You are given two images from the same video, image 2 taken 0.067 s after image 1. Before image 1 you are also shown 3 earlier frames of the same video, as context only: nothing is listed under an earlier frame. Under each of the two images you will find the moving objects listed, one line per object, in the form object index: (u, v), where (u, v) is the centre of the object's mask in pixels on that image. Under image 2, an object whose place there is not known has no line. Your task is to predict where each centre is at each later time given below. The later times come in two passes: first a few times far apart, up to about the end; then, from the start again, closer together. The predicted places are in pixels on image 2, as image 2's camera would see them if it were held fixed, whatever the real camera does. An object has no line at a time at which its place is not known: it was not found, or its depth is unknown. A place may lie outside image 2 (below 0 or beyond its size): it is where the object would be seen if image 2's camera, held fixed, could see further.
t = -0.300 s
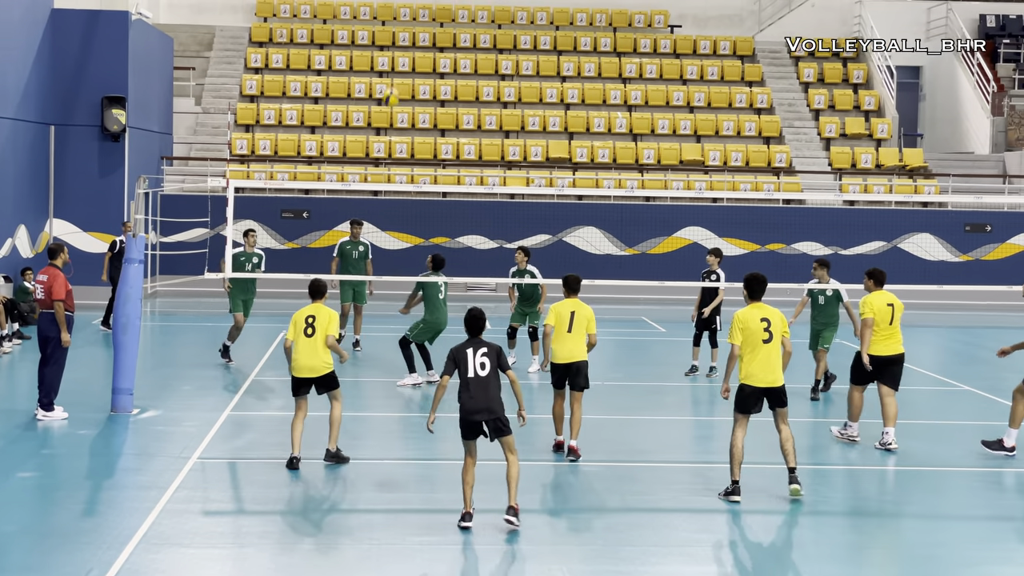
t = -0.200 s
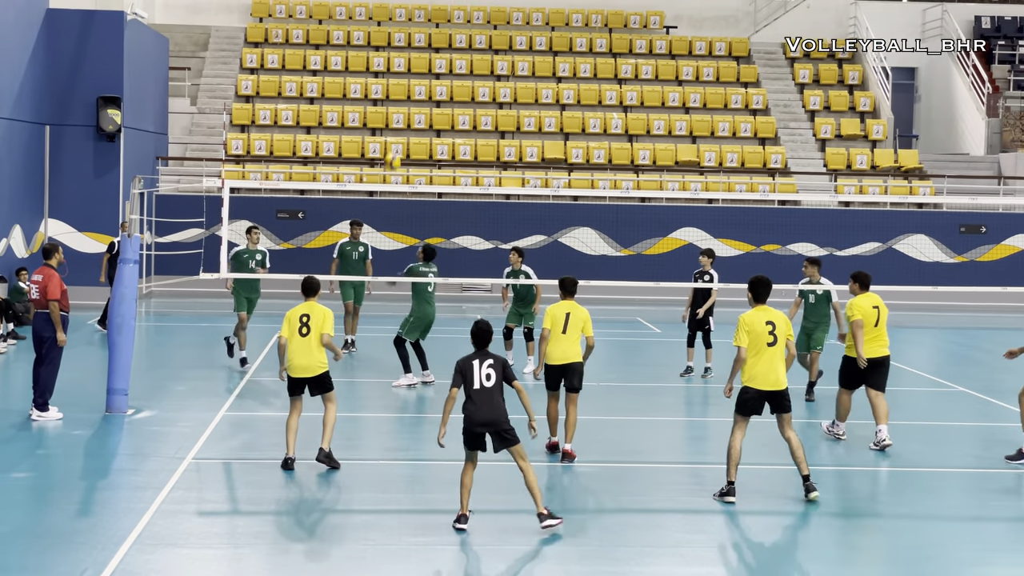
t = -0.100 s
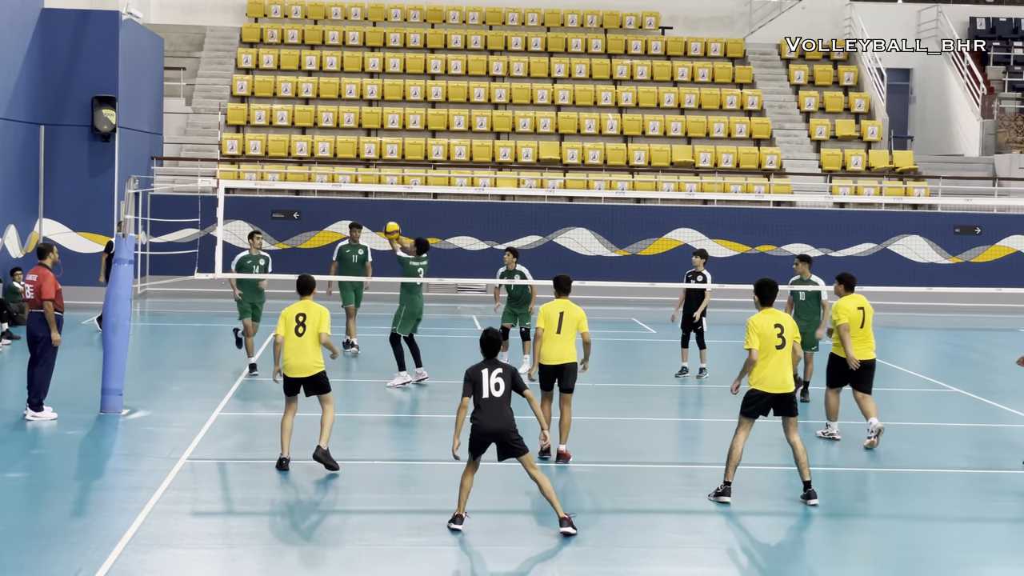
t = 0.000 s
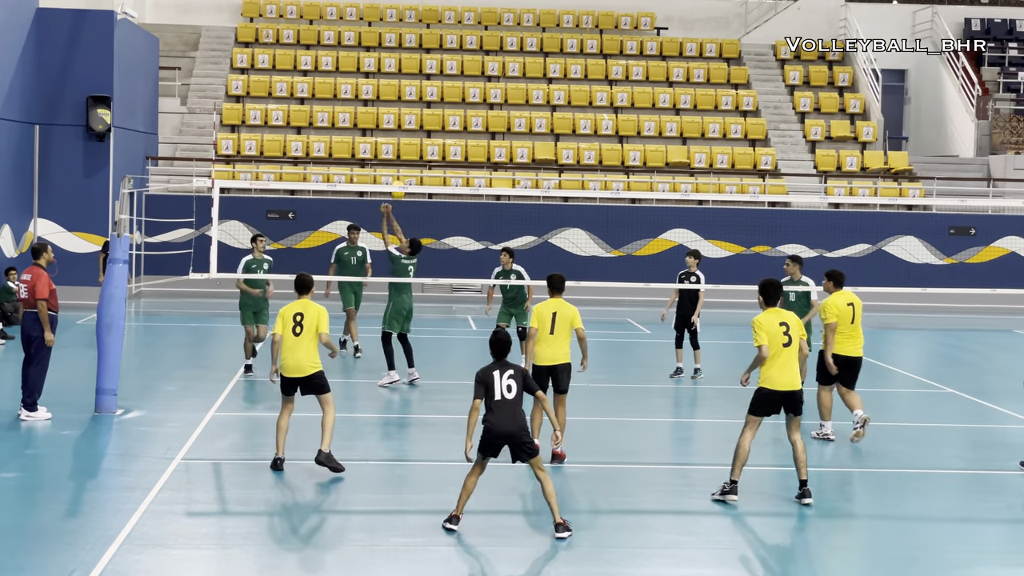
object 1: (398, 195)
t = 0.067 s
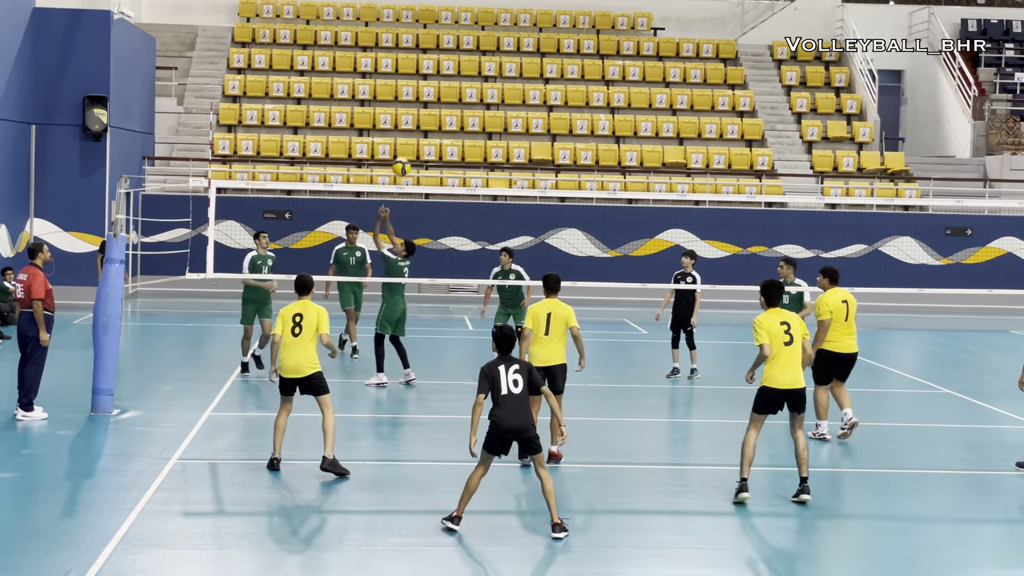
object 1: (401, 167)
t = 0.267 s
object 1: (422, 118)
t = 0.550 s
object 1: (456, 115)
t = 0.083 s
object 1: (403, 161)
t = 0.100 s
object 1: (404, 157)
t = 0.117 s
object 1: (406, 151)
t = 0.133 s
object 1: (408, 147)
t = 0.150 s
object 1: (410, 142)
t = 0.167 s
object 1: (412, 137)
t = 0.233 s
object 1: (419, 123)
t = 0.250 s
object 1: (420, 120)
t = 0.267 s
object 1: (422, 118)
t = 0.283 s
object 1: (424, 115)
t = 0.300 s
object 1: (426, 112)
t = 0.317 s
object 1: (428, 111)
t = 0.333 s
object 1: (429, 108)
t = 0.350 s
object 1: (432, 108)
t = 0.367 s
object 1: (433, 107)
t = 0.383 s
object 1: (436, 106)
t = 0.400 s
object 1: (438, 106)
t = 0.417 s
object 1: (439, 105)
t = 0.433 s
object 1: (441, 105)
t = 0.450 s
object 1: (443, 106)
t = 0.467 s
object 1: (445, 107)
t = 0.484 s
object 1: (448, 108)
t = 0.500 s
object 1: (450, 109)
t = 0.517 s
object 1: (452, 111)
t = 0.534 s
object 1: (454, 113)
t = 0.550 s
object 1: (456, 115)
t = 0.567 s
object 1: (459, 118)
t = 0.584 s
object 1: (461, 122)
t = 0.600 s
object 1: (464, 125)
